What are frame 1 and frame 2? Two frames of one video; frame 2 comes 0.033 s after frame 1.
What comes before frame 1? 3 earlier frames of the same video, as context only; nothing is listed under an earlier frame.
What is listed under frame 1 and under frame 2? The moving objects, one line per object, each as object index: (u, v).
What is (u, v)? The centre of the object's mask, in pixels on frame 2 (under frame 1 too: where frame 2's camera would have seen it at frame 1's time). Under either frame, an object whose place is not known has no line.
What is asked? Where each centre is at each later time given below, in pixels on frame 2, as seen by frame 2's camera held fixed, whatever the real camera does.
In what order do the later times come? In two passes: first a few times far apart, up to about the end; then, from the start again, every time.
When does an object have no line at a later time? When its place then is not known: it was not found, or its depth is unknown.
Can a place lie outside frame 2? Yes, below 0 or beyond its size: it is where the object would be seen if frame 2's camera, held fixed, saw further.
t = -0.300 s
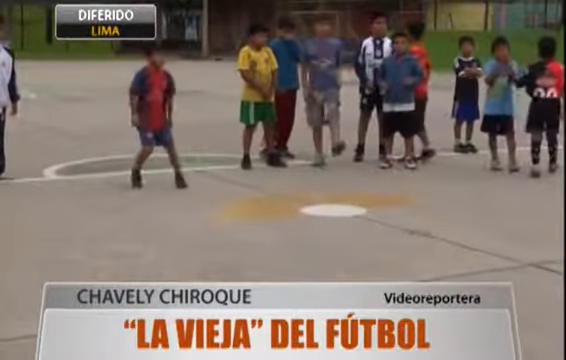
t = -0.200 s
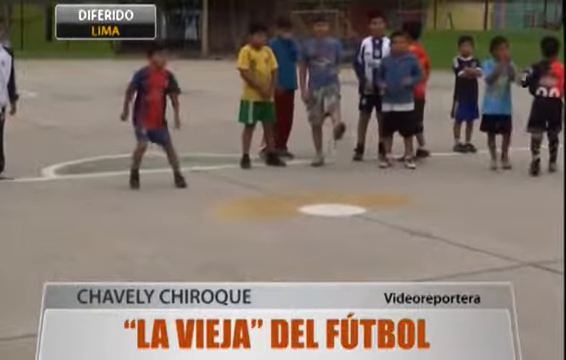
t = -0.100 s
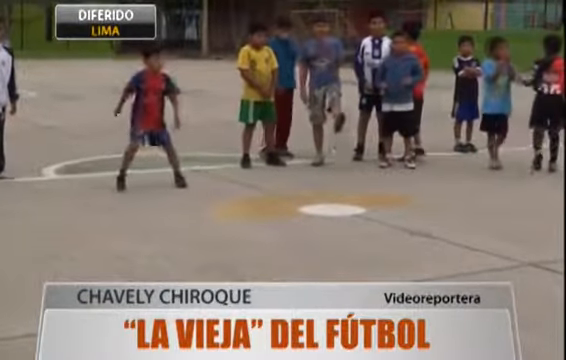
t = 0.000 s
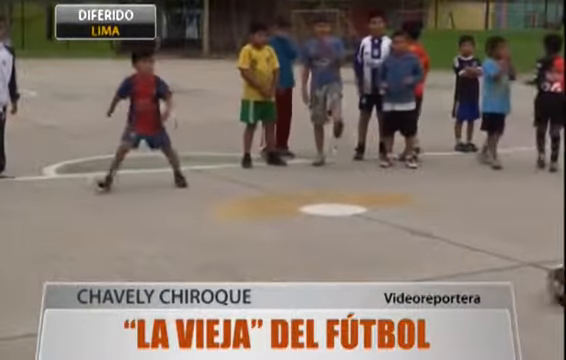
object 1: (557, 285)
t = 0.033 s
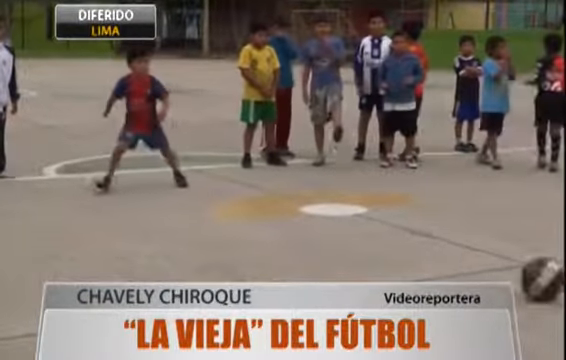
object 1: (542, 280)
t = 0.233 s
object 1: (389, 257)
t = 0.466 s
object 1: (246, 236)
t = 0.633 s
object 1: (158, 225)
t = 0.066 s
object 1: (516, 272)
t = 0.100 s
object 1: (488, 267)
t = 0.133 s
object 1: (464, 265)
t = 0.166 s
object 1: (437, 262)
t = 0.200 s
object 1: (414, 261)
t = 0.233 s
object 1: (389, 257)
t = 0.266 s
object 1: (367, 254)
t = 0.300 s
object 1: (346, 253)
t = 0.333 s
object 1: (323, 250)
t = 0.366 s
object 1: (303, 243)
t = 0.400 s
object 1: (284, 241)
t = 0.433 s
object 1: (264, 238)
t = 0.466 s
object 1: (246, 236)
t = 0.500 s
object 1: (226, 236)
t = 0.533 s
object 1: (209, 231)
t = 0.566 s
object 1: (190, 230)
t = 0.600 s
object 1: (174, 228)
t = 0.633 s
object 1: (158, 225)
